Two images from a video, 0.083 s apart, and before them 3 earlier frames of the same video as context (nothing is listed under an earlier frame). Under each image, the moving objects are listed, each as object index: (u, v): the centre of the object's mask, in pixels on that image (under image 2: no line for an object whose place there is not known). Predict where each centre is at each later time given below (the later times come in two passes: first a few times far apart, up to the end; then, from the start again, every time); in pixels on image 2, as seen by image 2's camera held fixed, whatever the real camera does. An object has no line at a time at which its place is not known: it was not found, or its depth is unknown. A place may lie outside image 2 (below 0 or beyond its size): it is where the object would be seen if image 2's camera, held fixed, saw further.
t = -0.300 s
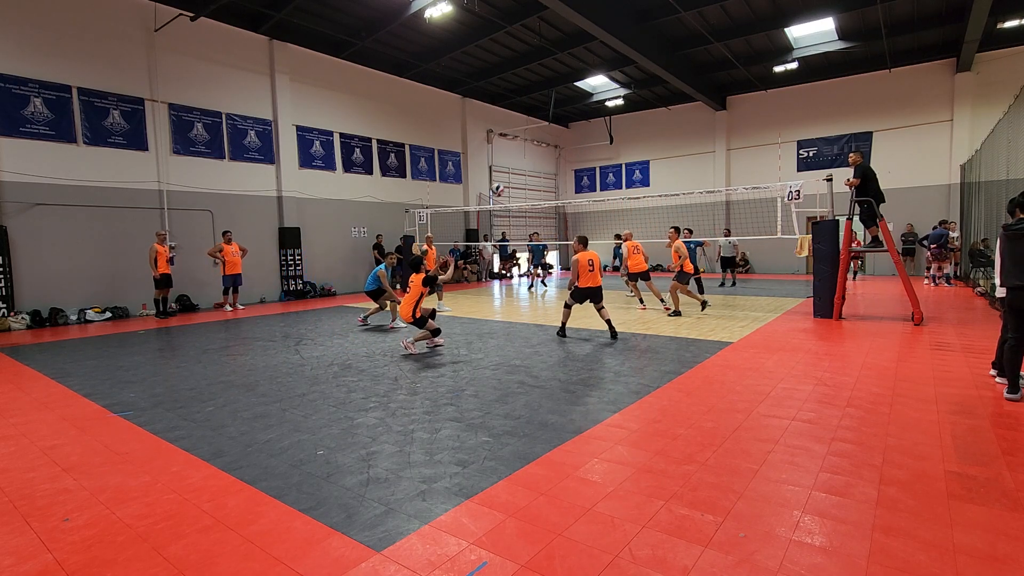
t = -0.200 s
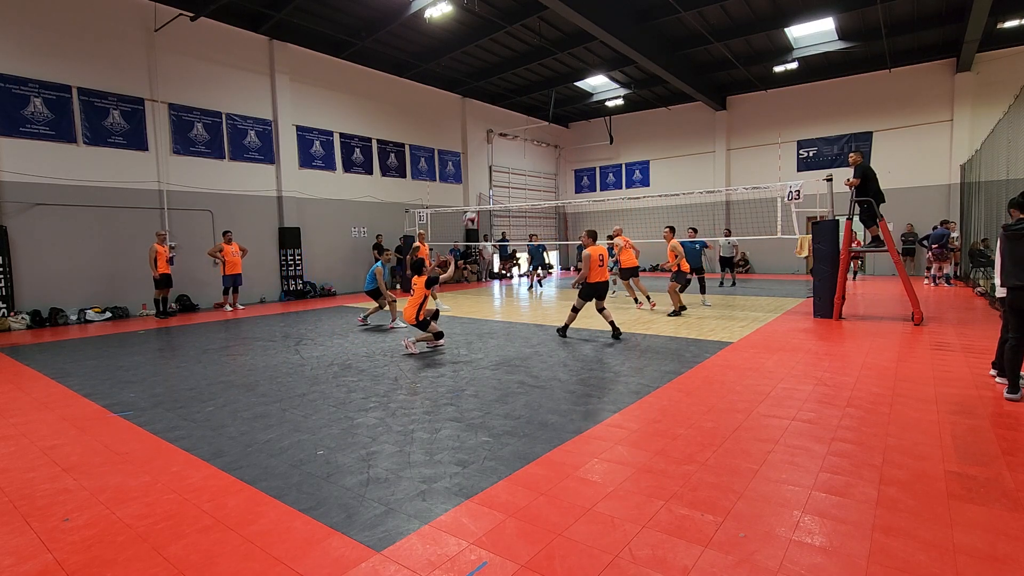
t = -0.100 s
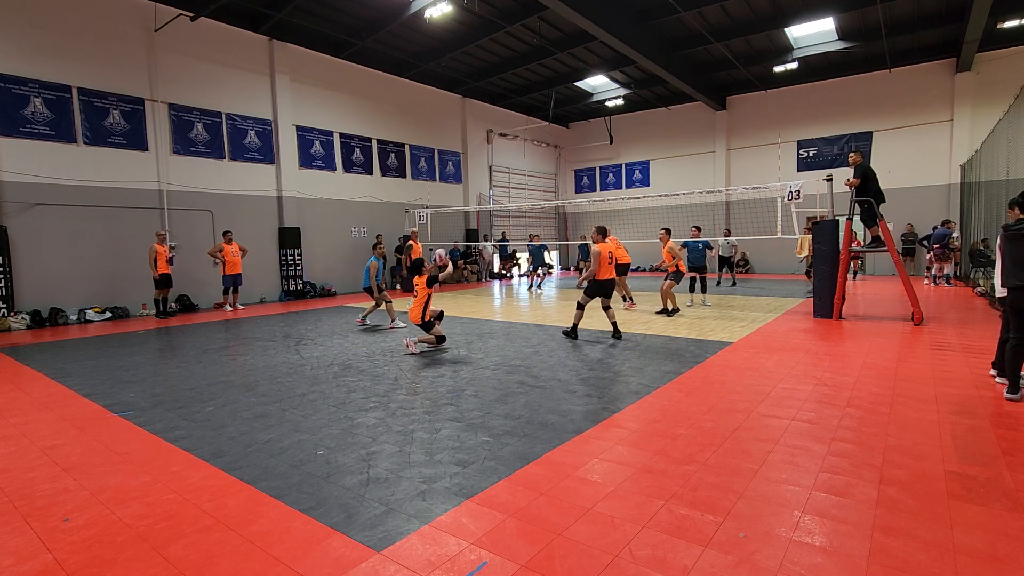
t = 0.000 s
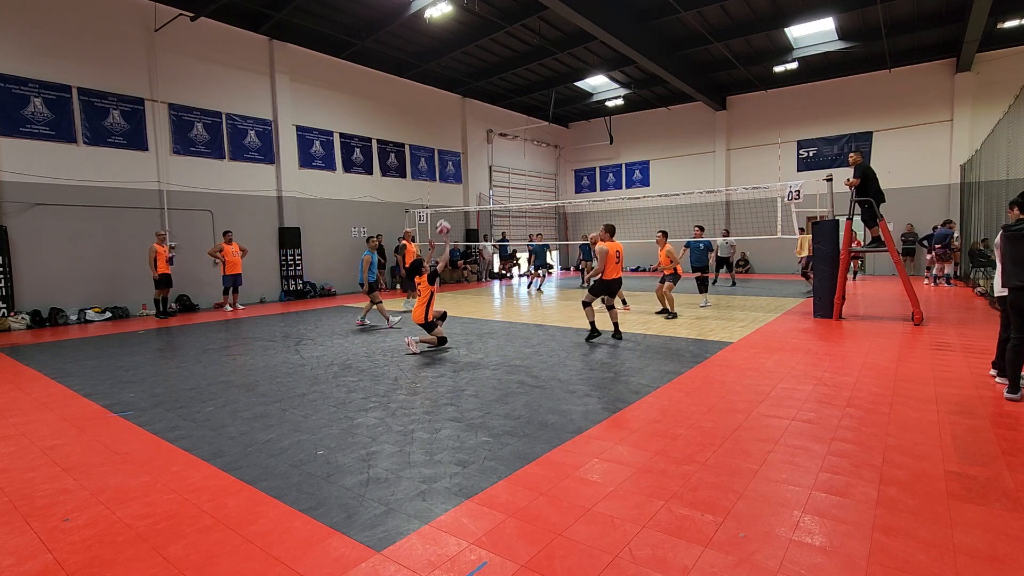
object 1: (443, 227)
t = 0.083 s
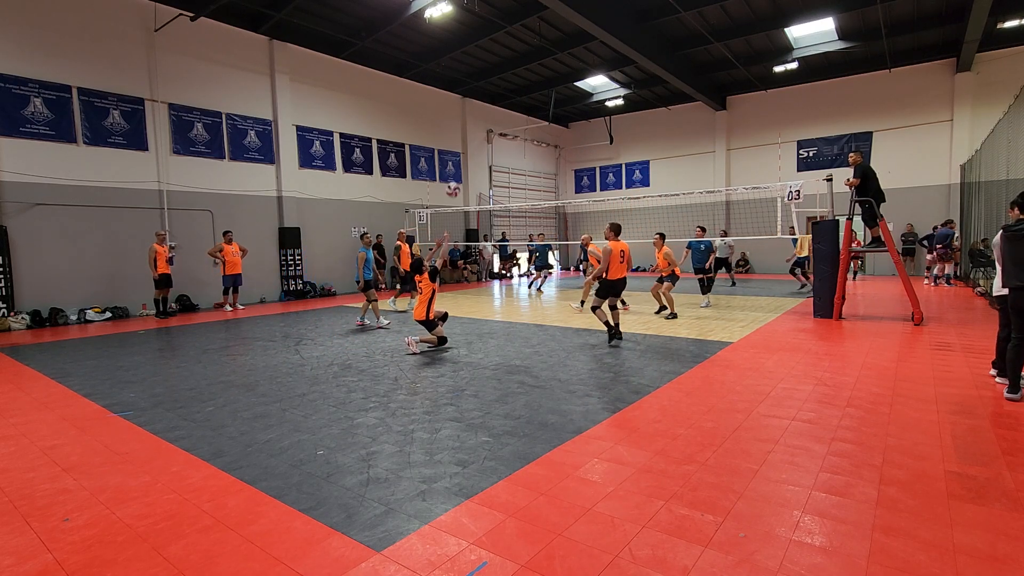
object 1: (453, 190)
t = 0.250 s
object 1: (472, 133)
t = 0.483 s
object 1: (498, 91)
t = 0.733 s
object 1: (524, 87)
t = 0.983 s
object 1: (548, 119)
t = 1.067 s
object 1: (555, 138)
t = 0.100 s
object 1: (454, 183)
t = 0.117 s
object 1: (456, 176)
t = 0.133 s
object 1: (458, 170)
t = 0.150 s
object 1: (460, 164)
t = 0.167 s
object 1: (462, 158)
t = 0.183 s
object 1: (464, 153)
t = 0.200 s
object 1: (467, 147)
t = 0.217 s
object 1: (468, 142)
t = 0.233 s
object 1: (470, 137)
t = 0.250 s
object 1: (472, 133)
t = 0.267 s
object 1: (474, 129)
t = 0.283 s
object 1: (476, 125)
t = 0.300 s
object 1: (478, 121)
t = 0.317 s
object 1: (479, 117)
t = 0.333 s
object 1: (481, 114)
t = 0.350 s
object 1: (483, 110)
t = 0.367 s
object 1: (485, 107)
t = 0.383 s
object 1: (487, 104)
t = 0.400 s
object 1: (489, 102)
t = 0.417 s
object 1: (490, 99)
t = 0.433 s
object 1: (492, 97)
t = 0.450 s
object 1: (494, 95)
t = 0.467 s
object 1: (496, 93)
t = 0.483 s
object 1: (498, 91)
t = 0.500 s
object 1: (499, 90)
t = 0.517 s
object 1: (501, 88)
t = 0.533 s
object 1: (503, 87)
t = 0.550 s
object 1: (505, 86)
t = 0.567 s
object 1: (506, 86)
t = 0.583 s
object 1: (508, 85)
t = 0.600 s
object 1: (510, 84)
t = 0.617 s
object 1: (512, 84)
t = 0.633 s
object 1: (513, 84)
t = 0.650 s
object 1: (515, 84)
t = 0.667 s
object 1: (517, 84)
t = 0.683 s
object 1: (519, 85)
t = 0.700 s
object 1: (520, 85)
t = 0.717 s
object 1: (522, 86)
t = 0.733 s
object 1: (524, 87)
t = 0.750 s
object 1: (525, 88)
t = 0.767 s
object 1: (527, 90)
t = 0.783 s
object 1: (529, 91)
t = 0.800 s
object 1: (530, 93)
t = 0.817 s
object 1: (532, 94)
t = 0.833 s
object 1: (533, 96)
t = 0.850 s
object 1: (535, 98)
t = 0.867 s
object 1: (537, 100)
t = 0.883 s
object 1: (538, 103)
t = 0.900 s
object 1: (540, 105)
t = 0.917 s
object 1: (542, 108)
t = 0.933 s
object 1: (543, 110)
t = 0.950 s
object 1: (545, 113)
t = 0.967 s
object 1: (546, 116)
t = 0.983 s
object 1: (548, 119)
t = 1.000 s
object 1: (549, 123)
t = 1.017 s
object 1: (551, 126)
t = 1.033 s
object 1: (552, 130)
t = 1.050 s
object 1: (554, 133)
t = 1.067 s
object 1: (555, 138)
